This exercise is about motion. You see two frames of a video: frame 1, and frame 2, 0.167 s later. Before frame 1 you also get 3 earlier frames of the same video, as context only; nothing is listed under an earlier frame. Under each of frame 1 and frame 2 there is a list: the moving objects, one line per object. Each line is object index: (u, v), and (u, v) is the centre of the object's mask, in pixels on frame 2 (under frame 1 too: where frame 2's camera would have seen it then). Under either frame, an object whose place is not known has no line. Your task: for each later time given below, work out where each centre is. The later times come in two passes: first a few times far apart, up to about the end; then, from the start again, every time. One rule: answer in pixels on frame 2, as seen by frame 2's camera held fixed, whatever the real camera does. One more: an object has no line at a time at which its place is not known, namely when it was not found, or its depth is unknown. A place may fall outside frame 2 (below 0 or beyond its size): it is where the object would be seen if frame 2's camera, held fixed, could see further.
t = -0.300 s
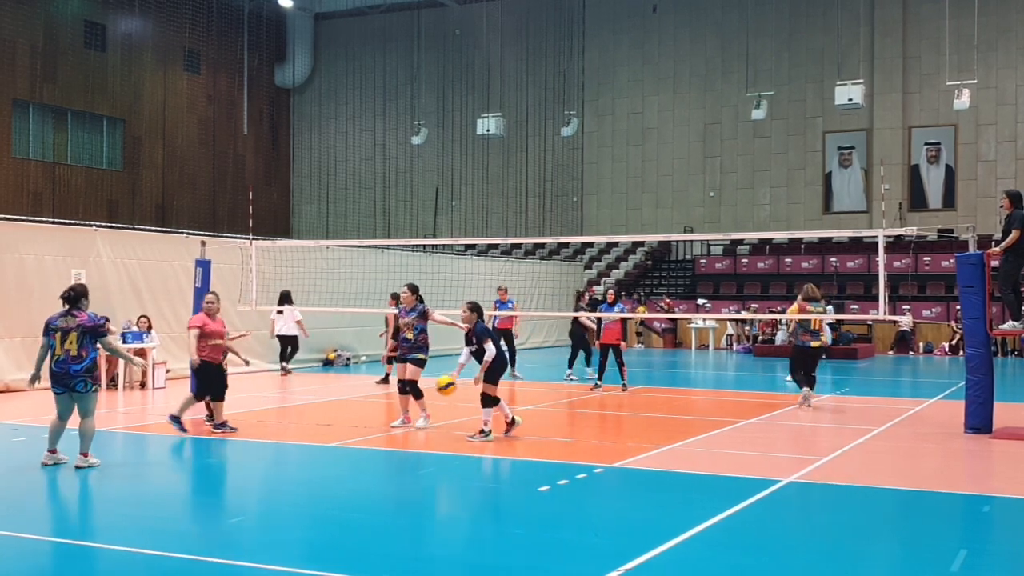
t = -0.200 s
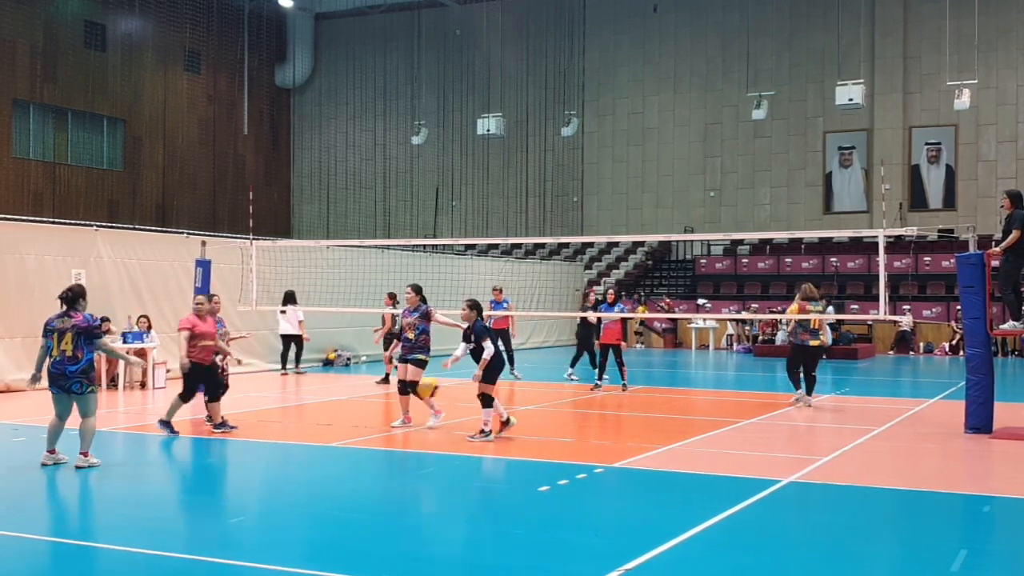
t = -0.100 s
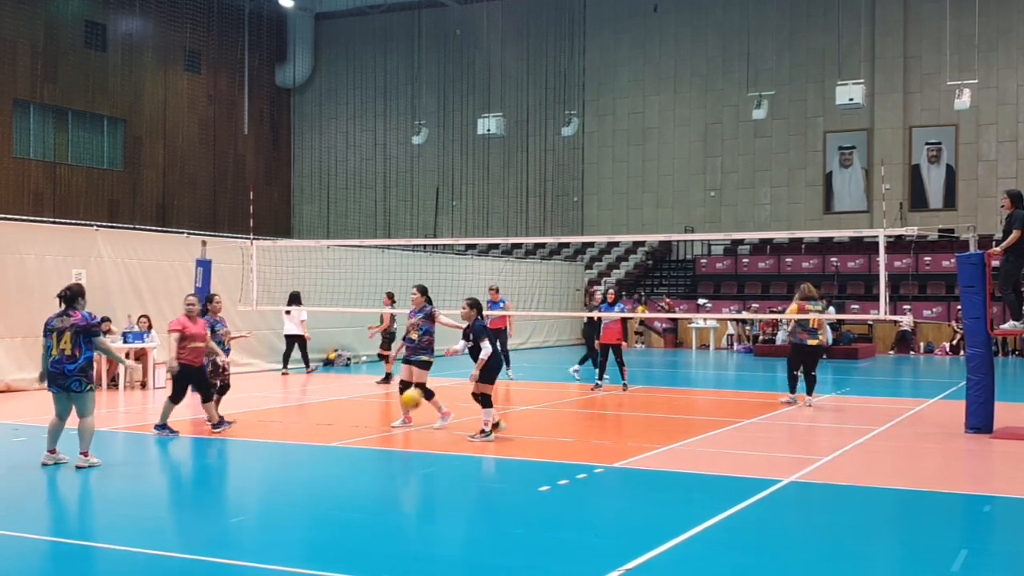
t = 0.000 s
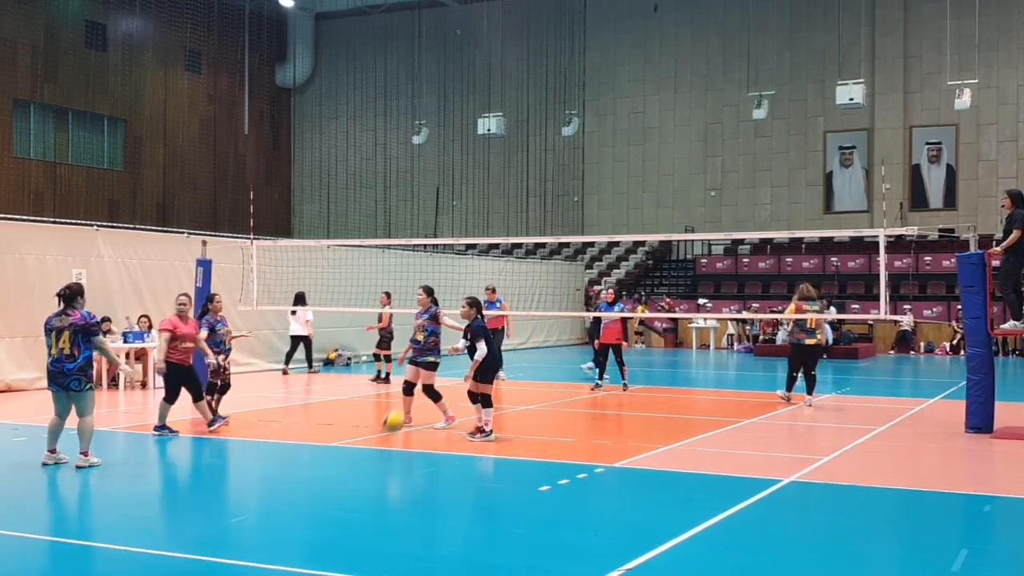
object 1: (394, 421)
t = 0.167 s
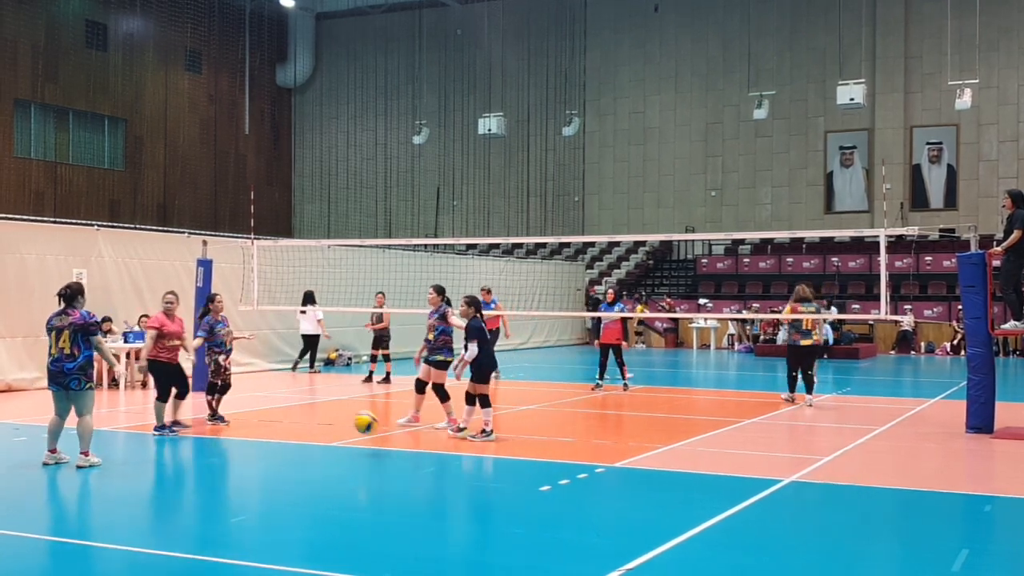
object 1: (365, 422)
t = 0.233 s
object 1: (355, 415)
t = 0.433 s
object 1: (324, 419)
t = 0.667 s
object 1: (284, 443)
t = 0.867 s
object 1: (249, 437)
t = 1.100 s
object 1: (204, 459)
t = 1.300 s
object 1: (164, 461)
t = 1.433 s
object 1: (134, 476)
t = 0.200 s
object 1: (360, 417)
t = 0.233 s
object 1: (355, 415)
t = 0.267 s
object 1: (350, 413)
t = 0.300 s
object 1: (345, 412)
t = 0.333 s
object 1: (340, 411)
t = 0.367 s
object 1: (335, 413)
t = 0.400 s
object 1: (329, 416)
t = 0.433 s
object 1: (324, 419)
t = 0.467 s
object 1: (318, 424)
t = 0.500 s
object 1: (313, 430)
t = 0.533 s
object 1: (307, 439)
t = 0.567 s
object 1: (301, 448)
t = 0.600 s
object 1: (296, 455)
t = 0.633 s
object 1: (290, 449)
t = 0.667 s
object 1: (284, 443)
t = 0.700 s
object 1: (279, 439)
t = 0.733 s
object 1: (273, 435)
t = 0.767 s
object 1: (266, 434)
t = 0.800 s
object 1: (260, 434)
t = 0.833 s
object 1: (255, 434)
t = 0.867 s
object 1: (249, 437)
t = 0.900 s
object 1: (243, 440)
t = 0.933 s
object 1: (236, 445)
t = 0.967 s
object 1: (230, 452)
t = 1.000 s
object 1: (223, 460)
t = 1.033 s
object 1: (217, 468)
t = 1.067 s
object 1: (211, 463)
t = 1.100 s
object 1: (204, 459)
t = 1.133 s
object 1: (198, 456)
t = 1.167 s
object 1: (191, 454)
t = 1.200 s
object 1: (185, 454)
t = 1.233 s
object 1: (178, 454)
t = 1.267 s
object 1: (171, 457)
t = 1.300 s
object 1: (164, 461)
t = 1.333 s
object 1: (157, 466)
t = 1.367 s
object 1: (150, 473)
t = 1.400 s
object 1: (142, 481)
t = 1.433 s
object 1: (134, 476)
